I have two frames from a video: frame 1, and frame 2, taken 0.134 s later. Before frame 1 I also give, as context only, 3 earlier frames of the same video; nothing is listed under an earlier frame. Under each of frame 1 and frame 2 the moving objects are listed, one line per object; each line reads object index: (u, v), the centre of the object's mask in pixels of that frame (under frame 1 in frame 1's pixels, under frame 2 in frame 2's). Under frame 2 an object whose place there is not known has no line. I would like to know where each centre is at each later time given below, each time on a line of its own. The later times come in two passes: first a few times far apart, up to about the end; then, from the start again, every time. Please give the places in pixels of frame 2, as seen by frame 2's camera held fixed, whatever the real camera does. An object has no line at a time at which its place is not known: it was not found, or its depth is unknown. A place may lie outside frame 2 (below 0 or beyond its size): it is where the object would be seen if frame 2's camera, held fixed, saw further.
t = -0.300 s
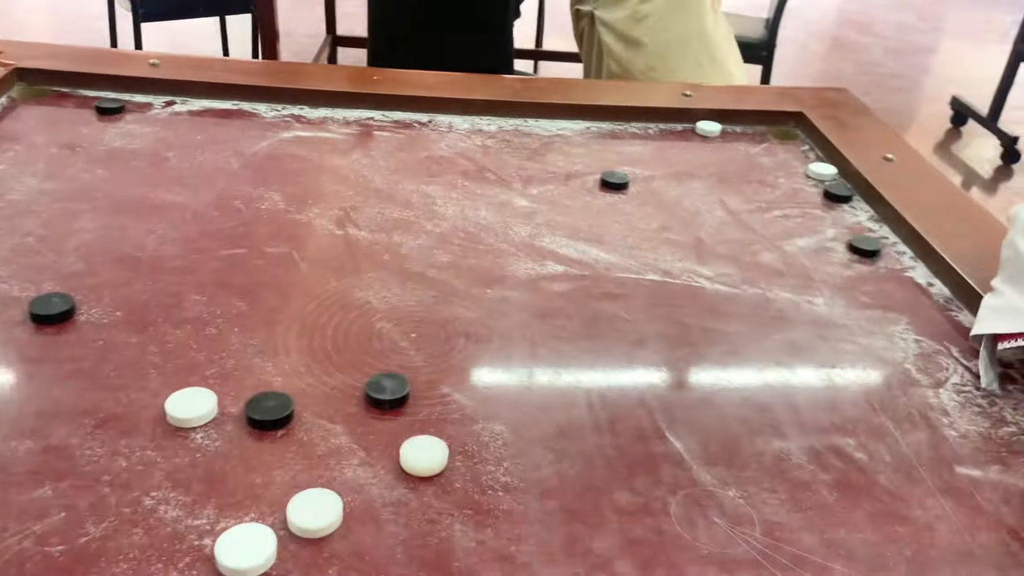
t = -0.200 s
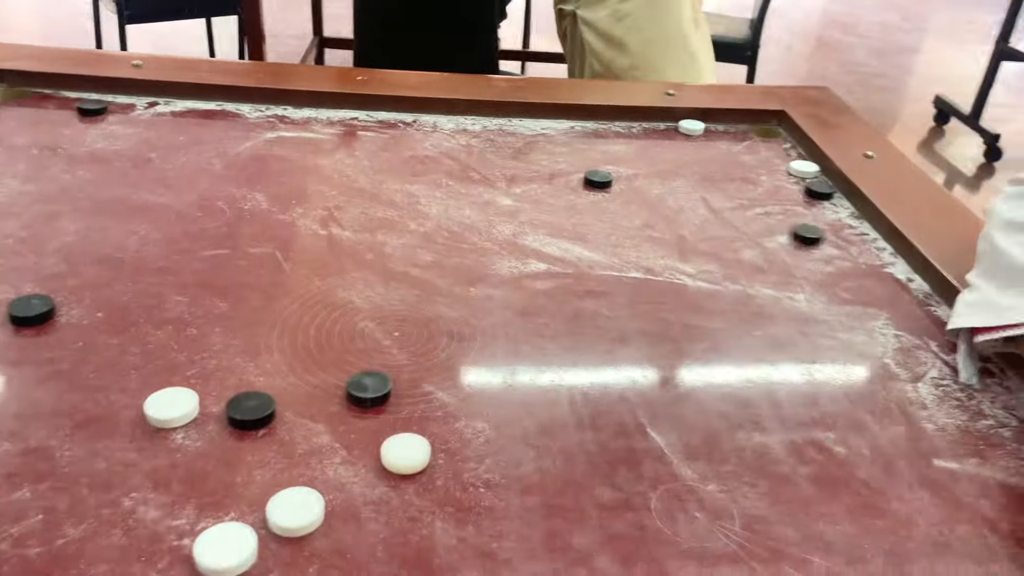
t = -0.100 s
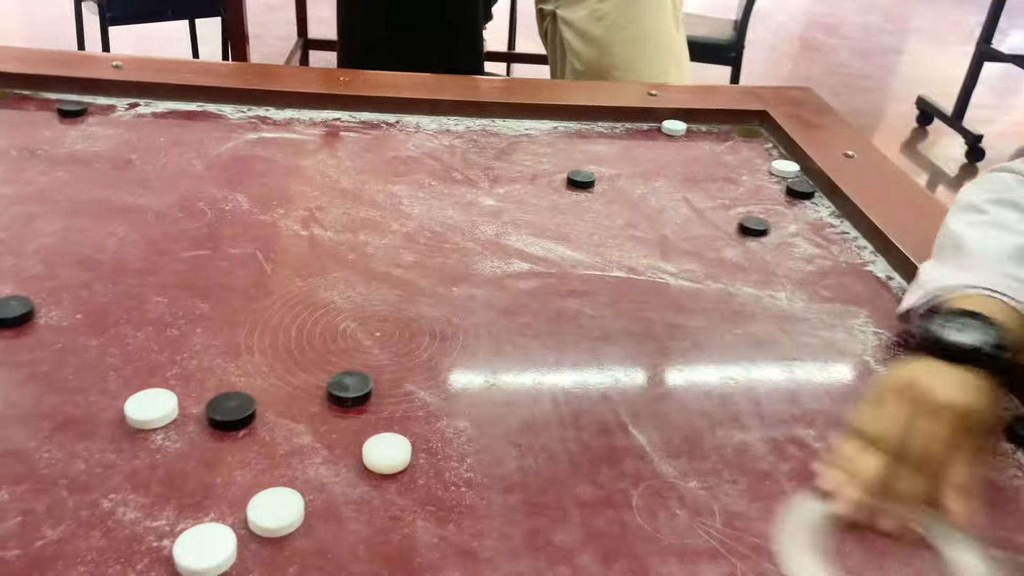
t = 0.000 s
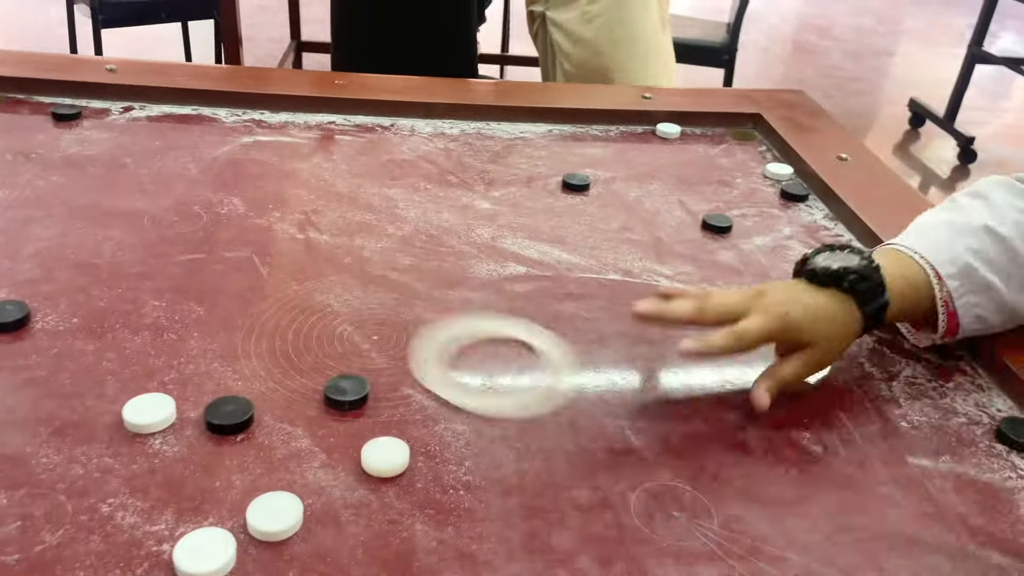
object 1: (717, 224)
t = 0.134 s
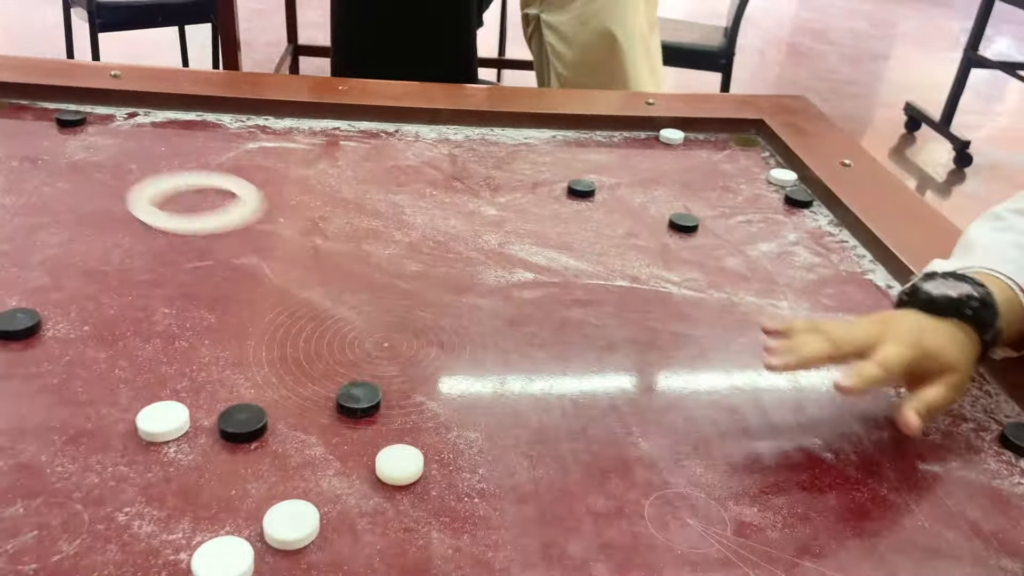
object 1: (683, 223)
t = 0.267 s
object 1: (647, 218)
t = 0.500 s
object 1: (592, 211)
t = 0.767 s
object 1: (540, 209)
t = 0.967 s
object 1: (512, 209)
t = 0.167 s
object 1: (674, 222)
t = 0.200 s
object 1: (665, 221)
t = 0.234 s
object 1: (656, 220)
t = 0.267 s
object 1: (647, 218)
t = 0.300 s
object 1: (639, 216)
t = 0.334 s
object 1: (630, 216)
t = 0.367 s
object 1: (622, 215)
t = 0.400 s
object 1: (614, 213)
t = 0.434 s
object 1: (607, 213)
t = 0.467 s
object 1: (599, 212)
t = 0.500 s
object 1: (592, 211)
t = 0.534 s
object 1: (585, 211)
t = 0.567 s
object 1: (578, 210)
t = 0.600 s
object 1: (571, 210)
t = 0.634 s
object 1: (565, 210)
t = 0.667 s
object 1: (558, 209)
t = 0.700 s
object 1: (552, 210)
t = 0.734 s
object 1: (546, 209)
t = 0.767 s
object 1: (540, 209)
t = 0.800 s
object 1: (535, 209)
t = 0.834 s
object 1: (530, 209)
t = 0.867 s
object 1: (525, 209)
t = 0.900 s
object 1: (521, 209)
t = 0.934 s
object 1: (516, 209)
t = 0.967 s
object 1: (512, 209)
